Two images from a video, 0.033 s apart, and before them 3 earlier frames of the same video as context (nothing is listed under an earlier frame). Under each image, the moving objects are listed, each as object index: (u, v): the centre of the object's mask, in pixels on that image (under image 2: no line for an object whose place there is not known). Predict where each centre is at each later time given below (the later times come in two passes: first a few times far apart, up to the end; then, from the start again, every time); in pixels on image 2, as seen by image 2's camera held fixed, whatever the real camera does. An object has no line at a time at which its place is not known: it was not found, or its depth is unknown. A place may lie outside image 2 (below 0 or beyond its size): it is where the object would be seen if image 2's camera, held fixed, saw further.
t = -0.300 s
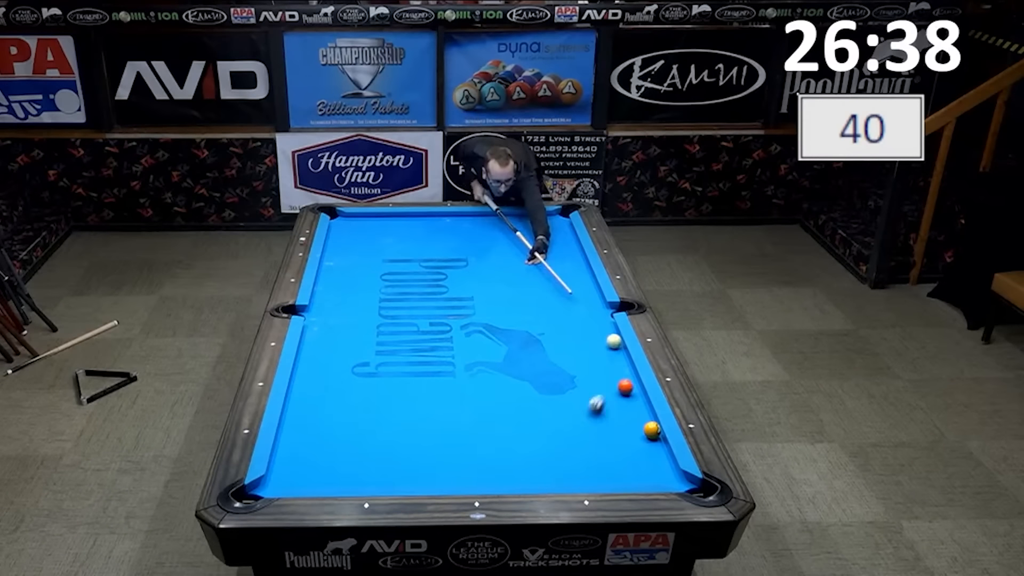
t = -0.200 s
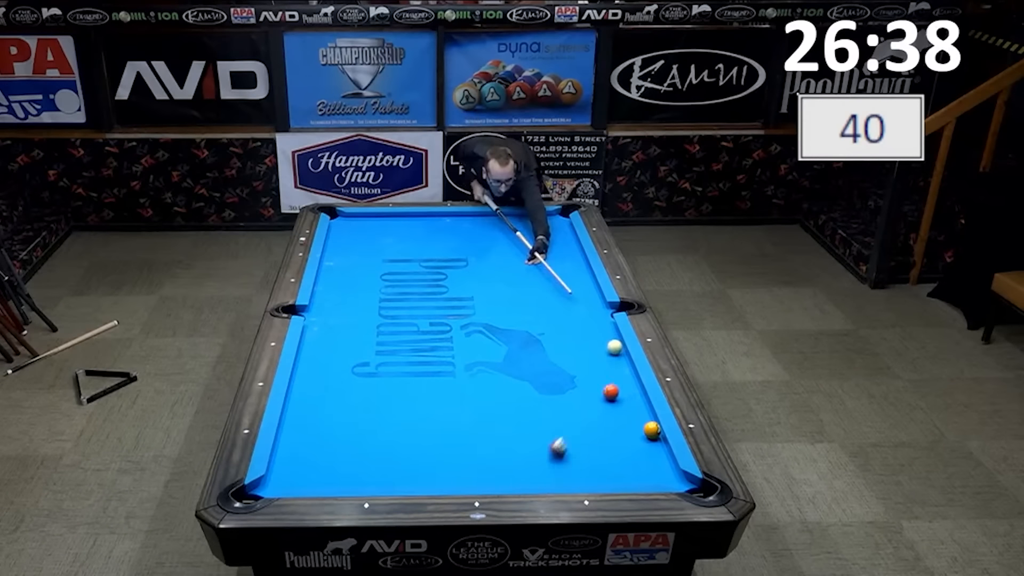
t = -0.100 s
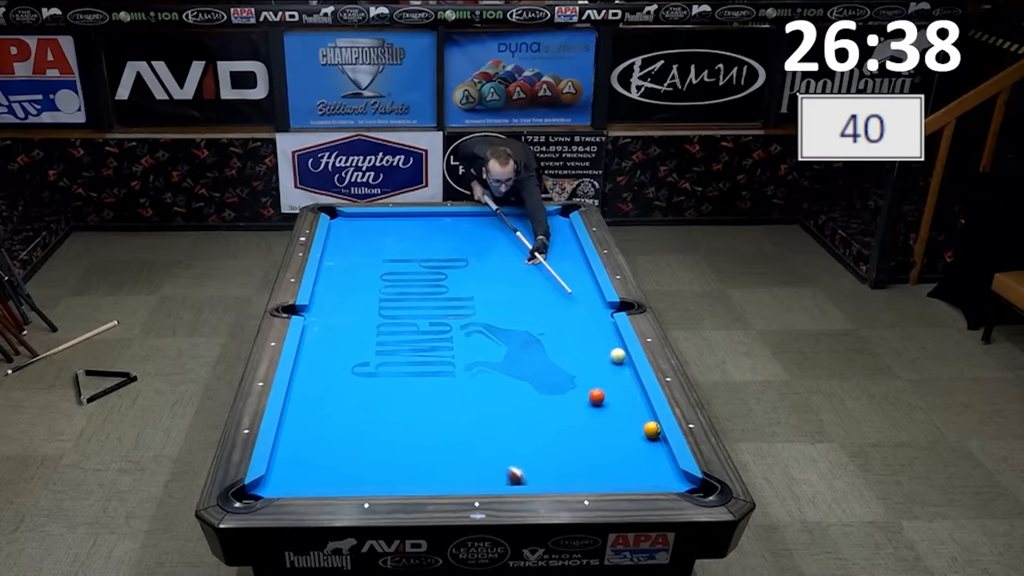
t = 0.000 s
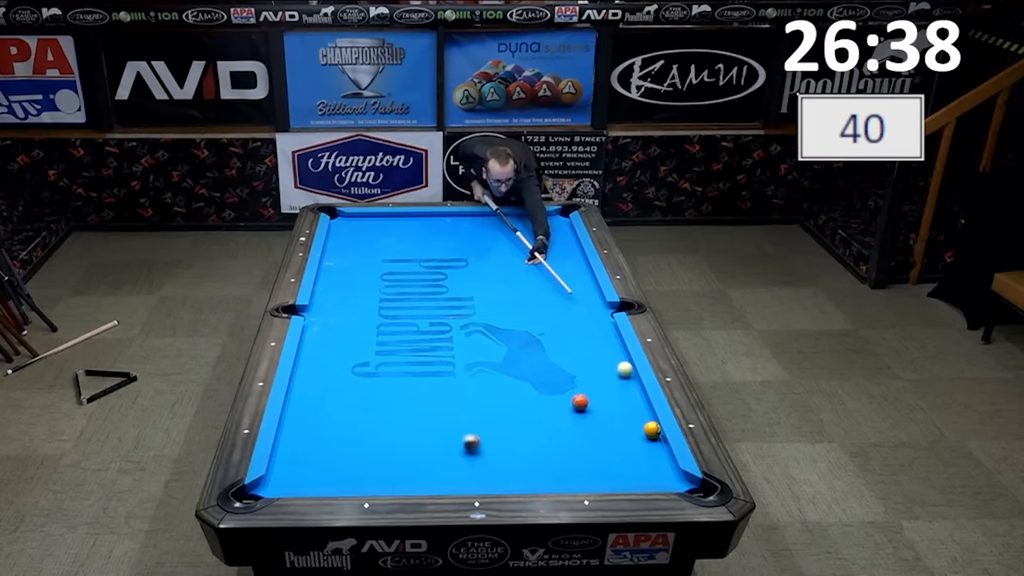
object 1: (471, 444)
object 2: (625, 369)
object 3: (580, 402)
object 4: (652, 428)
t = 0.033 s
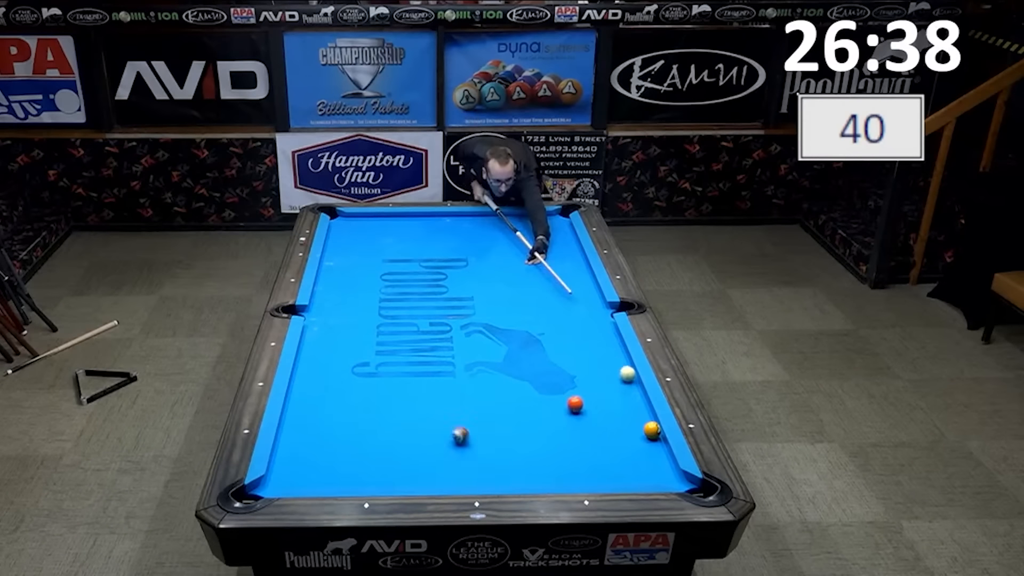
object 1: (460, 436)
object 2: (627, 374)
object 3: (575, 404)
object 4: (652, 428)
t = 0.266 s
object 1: (399, 392)
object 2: (642, 404)
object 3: (544, 414)
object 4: (652, 428)
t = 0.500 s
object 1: (343, 352)
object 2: (644, 424)
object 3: (510, 427)
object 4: (660, 444)
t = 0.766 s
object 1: (326, 314)
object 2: (640, 433)
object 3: (470, 440)
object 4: (669, 470)
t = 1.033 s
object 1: (362, 284)
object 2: (635, 442)
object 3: (430, 454)
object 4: (686, 485)
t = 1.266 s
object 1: (388, 260)
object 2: (632, 449)
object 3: (395, 465)
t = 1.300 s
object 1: (392, 257)
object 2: (631, 450)
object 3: (390, 467)
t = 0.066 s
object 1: (455, 432)
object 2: (629, 376)
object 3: (573, 404)
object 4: (652, 428)
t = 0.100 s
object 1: (444, 424)
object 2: (631, 381)
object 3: (568, 407)
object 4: (652, 428)
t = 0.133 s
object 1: (435, 418)
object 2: (634, 385)
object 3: (563, 408)
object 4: (652, 428)
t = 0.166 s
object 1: (425, 410)
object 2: (636, 390)
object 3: (558, 410)
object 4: (652, 428)
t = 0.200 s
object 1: (416, 404)
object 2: (639, 395)
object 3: (554, 411)
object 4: (652, 428)
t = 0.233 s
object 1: (407, 397)
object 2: (641, 400)
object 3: (549, 413)
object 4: (652, 428)
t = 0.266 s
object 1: (399, 392)
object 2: (642, 404)
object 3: (544, 414)
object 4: (652, 428)
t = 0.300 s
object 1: (390, 386)
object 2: (644, 409)
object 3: (539, 416)
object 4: (652, 428)
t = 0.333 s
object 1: (381, 379)
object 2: (645, 414)
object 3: (534, 418)
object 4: (652, 429)
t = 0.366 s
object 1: (373, 373)
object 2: (646, 417)
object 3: (529, 420)
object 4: (652, 428)
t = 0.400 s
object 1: (361, 365)
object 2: (646, 421)
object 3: (522, 422)
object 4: (654, 433)
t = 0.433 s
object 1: (358, 362)
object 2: (646, 422)
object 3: (520, 423)
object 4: (656, 436)
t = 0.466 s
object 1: (350, 357)
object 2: (645, 423)
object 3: (515, 425)
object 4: (658, 440)
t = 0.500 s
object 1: (343, 352)
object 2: (644, 424)
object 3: (510, 427)
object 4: (660, 444)
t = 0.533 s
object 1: (336, 347)
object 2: (644, 425)
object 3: (505, 428)
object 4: (661, 446)
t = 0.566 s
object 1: (329, 341)
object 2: (643, 426)
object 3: (500, 430)
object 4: (662, 450)
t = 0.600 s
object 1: (322, 336)
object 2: (643, 428)
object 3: (495, 431)
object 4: (664, 454)
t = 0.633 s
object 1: (315, 331)
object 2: (642, 429)
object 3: (490, 433)
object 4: (665, 457)
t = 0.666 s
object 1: (309, 326)
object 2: (641, 430)
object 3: (485, 435)
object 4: (666, 460)
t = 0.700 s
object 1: (315, 322)
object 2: (641, 431)
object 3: (480, 437)
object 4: (667, 463)
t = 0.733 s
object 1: (321, 318)
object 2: (640, 432)
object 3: (475, 438)
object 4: (668, 466)
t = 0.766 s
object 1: (326, 314)
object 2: (640, 433)
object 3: (470, 440)
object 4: (669, 470)
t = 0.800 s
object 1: (331, 310)
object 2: (639, 435)
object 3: (466, 442)
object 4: (670, 473)
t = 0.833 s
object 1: (336, 306)
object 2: (639, 436)
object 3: (460, 443)
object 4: (671, 477)
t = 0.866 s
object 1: (340, 302)
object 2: (638, 437)
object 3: (456, 445)
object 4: (673, 479)
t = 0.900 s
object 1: (345, 298)
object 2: (637, 438)
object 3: (451, 447)
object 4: (674, 481)
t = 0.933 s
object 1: (349, 294)
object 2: (637, 439)
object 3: (446, 448)
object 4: (677, 483)
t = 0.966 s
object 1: (354, 291)
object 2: (636, 440)
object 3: (441, 450)
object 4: (680, 483)
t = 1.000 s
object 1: (357, 287)
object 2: (636, 441)
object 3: (435, 452)
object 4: (683, 484)
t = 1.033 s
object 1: (362, 284)
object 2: (635, 442)
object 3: (430, 454)
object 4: (686, 485)
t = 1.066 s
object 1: (366, 280)
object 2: (635, 443)
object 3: (425, 455)
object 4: (689, 488)
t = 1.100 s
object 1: (369, 277)
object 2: (634, 444)
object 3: (420, 457)
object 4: (693, 491)
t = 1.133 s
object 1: (373, 273)
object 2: (634, 445)
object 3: (416, 459)
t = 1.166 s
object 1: (378, 270)
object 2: (633, 447)
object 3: (410, 460)
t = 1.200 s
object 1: (383, 265)
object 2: (632, 448)
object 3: (403, 463)
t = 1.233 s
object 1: (385, 263)
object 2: (632, 448)
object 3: (400, 464)
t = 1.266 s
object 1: (388, 260)
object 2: (632, 449)
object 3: (395, 465)
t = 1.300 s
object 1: (392, 257)
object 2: (631, 450)
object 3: (390, 467)
